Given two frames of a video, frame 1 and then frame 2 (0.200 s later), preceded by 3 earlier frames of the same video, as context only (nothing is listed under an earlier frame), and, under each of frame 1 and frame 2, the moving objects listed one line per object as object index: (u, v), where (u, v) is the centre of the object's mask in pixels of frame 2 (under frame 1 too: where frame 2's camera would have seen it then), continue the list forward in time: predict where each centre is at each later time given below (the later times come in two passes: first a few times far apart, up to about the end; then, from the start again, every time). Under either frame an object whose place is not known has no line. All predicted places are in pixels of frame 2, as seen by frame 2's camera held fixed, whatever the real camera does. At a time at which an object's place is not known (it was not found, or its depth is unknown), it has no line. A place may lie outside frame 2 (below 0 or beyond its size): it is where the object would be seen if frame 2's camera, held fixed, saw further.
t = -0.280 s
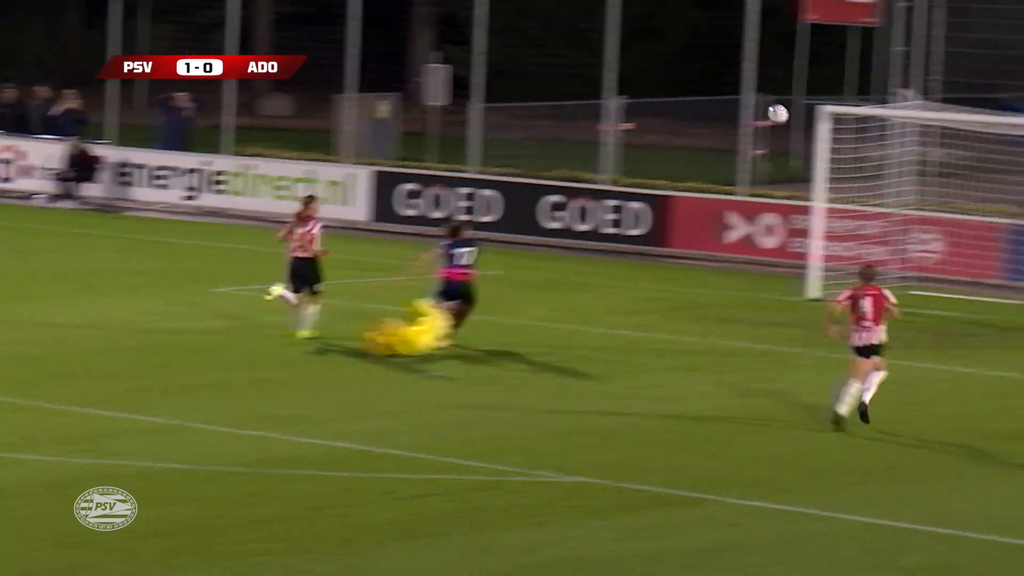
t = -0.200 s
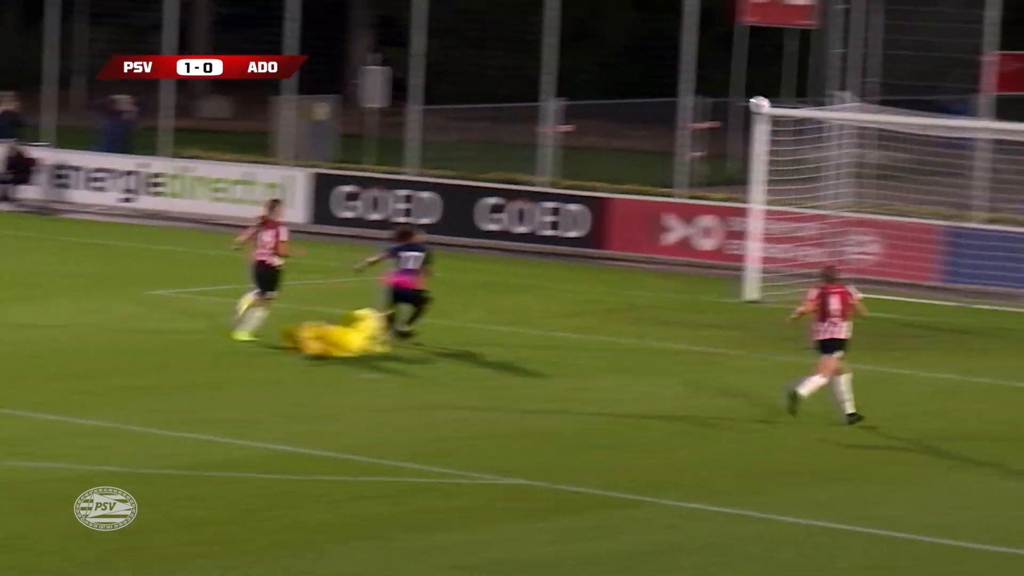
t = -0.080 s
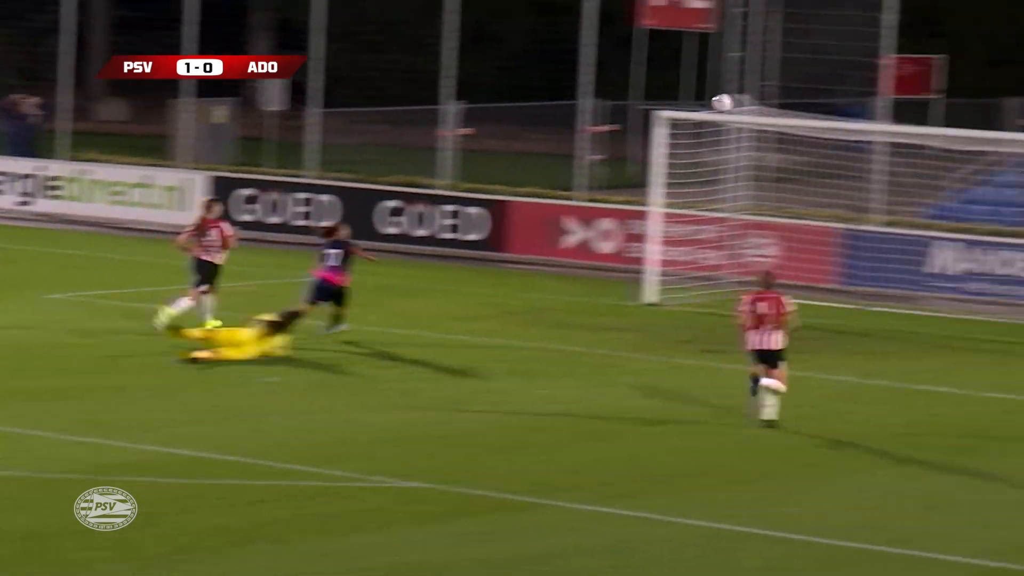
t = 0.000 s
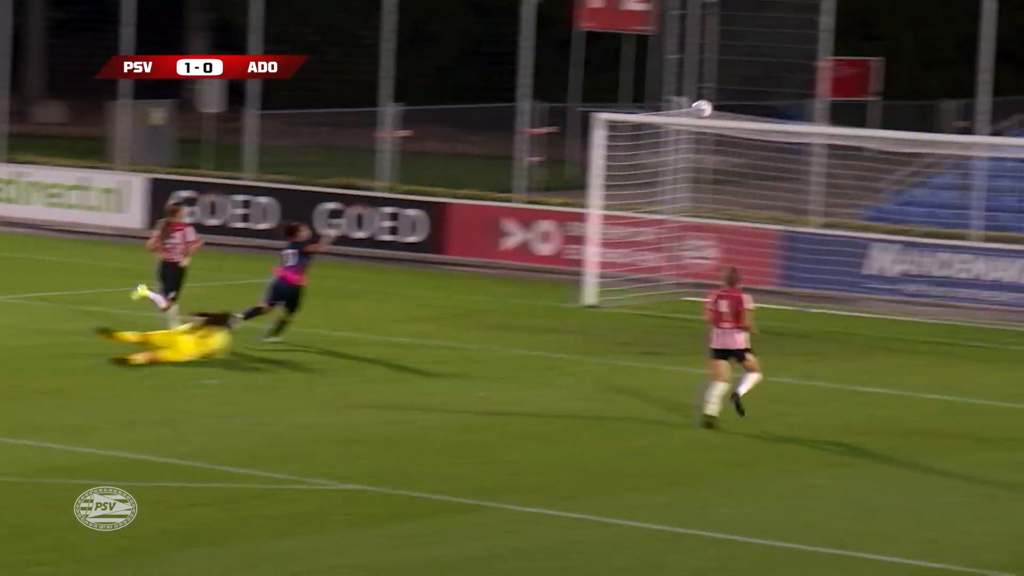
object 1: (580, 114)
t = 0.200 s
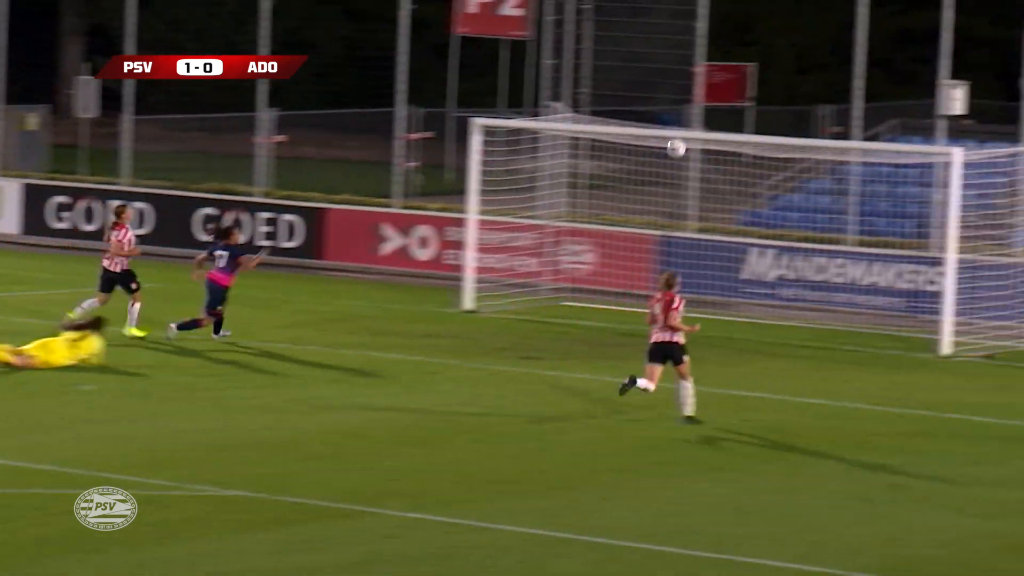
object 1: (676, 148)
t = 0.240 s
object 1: (695, 158)
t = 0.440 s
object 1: (785, 231)
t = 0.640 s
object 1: (866, 336)
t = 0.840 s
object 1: (945, 279)
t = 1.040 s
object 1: (1033, 252)
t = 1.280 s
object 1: (1037, 240)
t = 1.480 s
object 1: (1012, 256)
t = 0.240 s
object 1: (695, 158)
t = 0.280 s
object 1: (713, 171)
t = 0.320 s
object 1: (731, 183)
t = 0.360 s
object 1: (749, 198)
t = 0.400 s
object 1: (767, 215)
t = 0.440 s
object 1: (785, 231)
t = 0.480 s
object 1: (802, 250)
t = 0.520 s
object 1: (819, 269)
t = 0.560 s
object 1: (835, 291)
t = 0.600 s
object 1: (850, 313)
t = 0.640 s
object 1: (866, 336)
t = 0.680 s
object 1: (883, 328)
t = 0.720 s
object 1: (901, 315)
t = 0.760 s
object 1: (918, 302)
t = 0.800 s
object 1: (935, 290)
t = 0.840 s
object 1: (945, 279)
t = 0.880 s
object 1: (968, 272)
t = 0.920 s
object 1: (985, 265)
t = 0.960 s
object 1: (1002, 258)
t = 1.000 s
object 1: (1018, 254)
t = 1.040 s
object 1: (1033, 252)
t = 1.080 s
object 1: (1043, 248)
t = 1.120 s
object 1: (1050, 244)
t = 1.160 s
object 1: (1050, 243)
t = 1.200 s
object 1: (1046, 241)
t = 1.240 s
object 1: (1043, 240)
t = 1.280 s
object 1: (1037, 240)
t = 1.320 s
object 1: (1033, 241)
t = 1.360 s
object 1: (1028, 243)
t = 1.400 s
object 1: (1021, 247)
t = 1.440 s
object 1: (1017, 250)
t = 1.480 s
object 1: (1012, 256)
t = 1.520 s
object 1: (1005, 264)
